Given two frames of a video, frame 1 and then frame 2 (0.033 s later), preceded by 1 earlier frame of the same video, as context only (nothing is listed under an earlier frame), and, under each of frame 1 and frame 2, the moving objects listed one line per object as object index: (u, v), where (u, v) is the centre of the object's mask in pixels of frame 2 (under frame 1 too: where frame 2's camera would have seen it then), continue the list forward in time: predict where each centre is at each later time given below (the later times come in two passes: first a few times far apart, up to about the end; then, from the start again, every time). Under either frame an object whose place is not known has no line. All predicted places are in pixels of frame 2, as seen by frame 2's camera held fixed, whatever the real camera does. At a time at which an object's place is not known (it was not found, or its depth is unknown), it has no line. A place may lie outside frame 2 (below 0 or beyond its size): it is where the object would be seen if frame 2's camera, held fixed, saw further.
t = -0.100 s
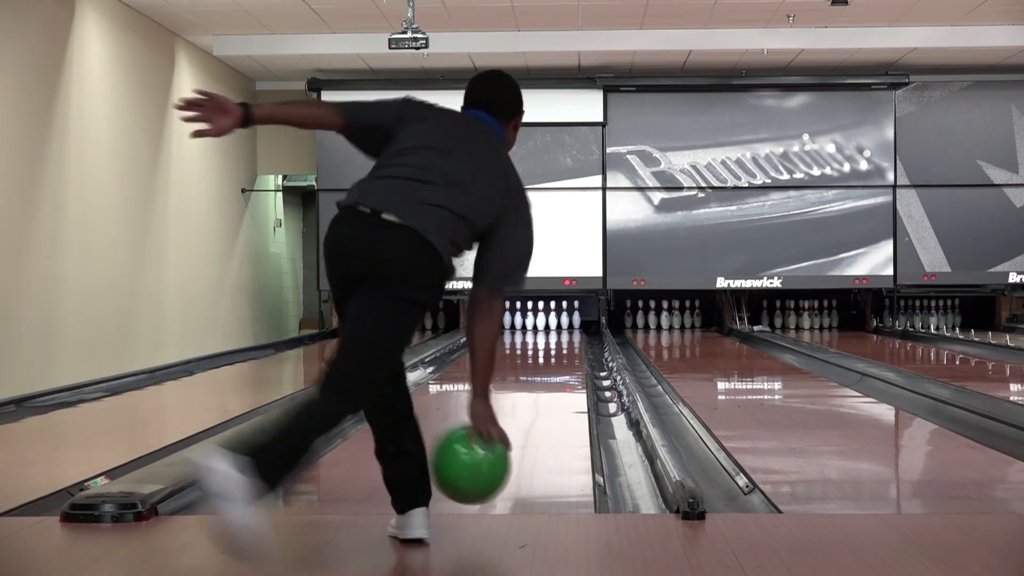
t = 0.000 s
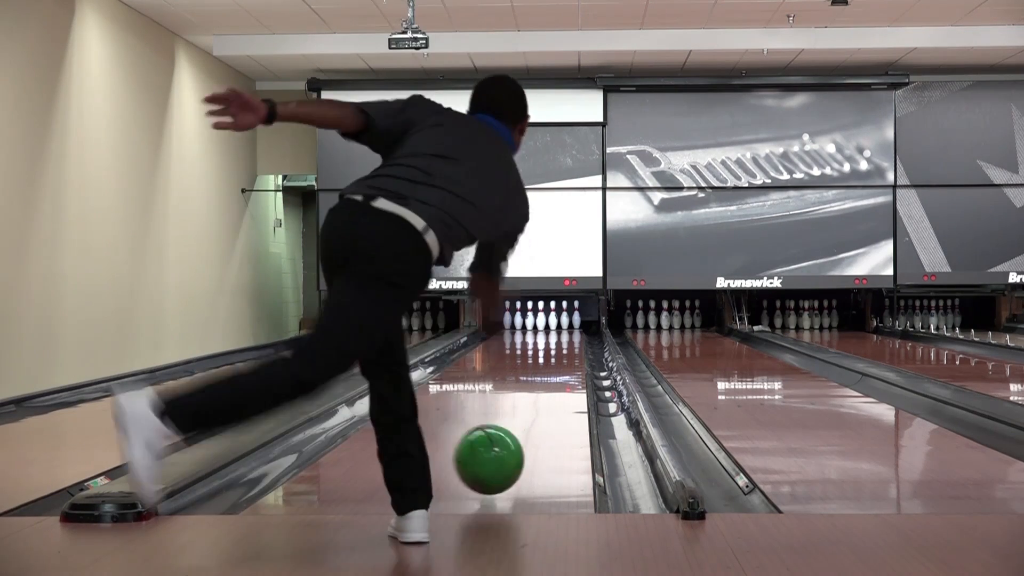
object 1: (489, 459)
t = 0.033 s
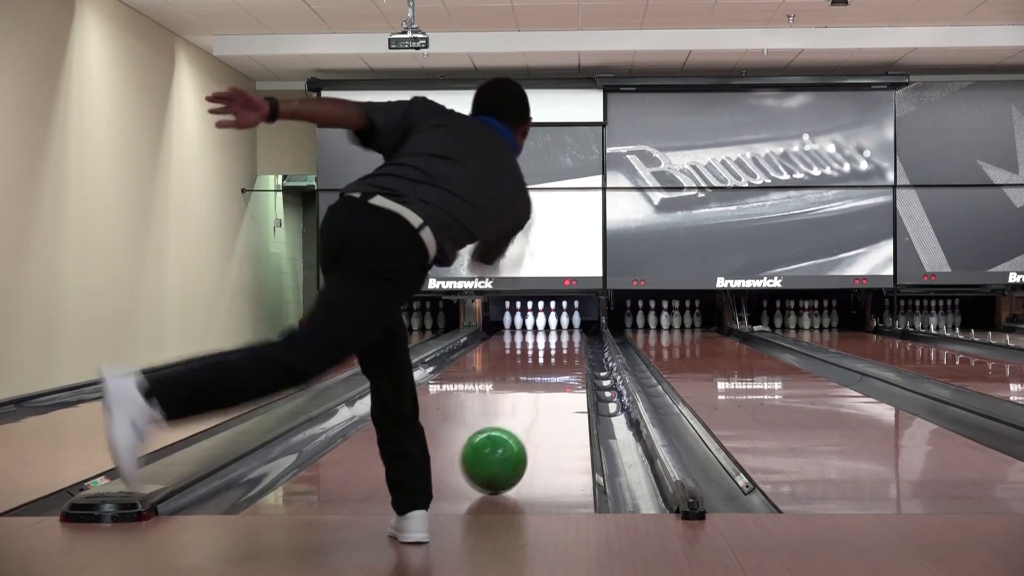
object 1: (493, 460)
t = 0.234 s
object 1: (514, 423)
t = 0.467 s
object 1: (530, 395)
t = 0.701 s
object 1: (535, 377)
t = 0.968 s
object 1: (546, 361)
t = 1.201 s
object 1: (551, 351)
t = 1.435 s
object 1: (553, 344)
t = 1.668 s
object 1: (555, 337)
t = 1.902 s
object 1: (556, 331)
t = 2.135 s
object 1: (556, 327)
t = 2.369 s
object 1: (555, 324)
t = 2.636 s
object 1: (553, 321)
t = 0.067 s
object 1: (498, 453)
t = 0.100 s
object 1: (502, 446)
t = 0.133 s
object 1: (506, 440)
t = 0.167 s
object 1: (509, 434)
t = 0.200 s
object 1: (512, 429)
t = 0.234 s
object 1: (514, 423)
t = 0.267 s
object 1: (517, 419)
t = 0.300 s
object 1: (519, 414)
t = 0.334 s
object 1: (522, 410)
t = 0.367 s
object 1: (524, 406)
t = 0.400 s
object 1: (526, 402)
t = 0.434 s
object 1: (528, 399)
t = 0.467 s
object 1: (530, 395)
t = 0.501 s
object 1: (531, 392)
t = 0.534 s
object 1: (533, 389)
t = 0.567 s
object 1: (534, 387)
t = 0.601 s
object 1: (535, 384)
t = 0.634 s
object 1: (537, 381)
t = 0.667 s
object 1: (538, 379)
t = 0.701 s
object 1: (535, 377)
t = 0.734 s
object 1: (537, 373)
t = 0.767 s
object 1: (548, 370)
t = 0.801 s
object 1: (544, 369)
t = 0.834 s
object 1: (543, 368)
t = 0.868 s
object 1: (544, 366)
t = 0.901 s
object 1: (545, 364)
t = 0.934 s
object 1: (546, 362)
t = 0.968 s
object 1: (546, 361)
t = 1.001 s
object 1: (547, 359)
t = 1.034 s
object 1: (547, 358)
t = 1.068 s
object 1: (548, 356)
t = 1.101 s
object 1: (549, 355)
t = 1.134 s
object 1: (550, 354)
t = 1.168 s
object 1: (550, 353)
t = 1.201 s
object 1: (551, 351)
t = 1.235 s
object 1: (551, 350)
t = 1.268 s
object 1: (551, 349)
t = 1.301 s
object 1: (552, 347)
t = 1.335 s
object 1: (552, 346)
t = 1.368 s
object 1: (553, 345)
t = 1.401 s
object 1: (553, 344)
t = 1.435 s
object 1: (553, 344)
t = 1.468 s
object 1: (554, 343)
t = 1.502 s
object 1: (554, 341)
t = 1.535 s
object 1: (554, 341)
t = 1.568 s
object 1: (555, 340)
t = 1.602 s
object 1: (555, 339)
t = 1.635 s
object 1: (555, 338)
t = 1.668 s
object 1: (555, 337)
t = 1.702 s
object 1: (555, 336)
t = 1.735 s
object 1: (556, 335)
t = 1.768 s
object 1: (555, 335)
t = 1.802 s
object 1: (556, 334)
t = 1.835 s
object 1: (556, 333)
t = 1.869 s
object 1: (556, 332)
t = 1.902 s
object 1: (556, 331)
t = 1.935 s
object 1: (556, 331)
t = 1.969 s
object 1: (556, 330)
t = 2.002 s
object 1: (556, 329)
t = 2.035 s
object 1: (556, 329)
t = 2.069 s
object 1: (556, 329)
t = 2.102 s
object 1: (556, 328)
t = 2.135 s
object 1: (556, 327)
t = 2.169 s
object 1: (556, 327)
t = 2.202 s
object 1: (556, 326)
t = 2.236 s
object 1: (556, 326)
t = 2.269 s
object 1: (556, 326)
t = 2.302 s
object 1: (555, 325)
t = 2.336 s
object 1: (555, 324)
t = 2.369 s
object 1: (555, 324)
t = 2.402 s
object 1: (554, 323)
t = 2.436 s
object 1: (554, 323)
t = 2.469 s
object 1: (554, 323)
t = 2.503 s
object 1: (554, 322)
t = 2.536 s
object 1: (553, 321)
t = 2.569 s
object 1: (553, 321)
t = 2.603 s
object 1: (553, 322)
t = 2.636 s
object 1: (553, 321)
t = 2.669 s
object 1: (553, 321)
